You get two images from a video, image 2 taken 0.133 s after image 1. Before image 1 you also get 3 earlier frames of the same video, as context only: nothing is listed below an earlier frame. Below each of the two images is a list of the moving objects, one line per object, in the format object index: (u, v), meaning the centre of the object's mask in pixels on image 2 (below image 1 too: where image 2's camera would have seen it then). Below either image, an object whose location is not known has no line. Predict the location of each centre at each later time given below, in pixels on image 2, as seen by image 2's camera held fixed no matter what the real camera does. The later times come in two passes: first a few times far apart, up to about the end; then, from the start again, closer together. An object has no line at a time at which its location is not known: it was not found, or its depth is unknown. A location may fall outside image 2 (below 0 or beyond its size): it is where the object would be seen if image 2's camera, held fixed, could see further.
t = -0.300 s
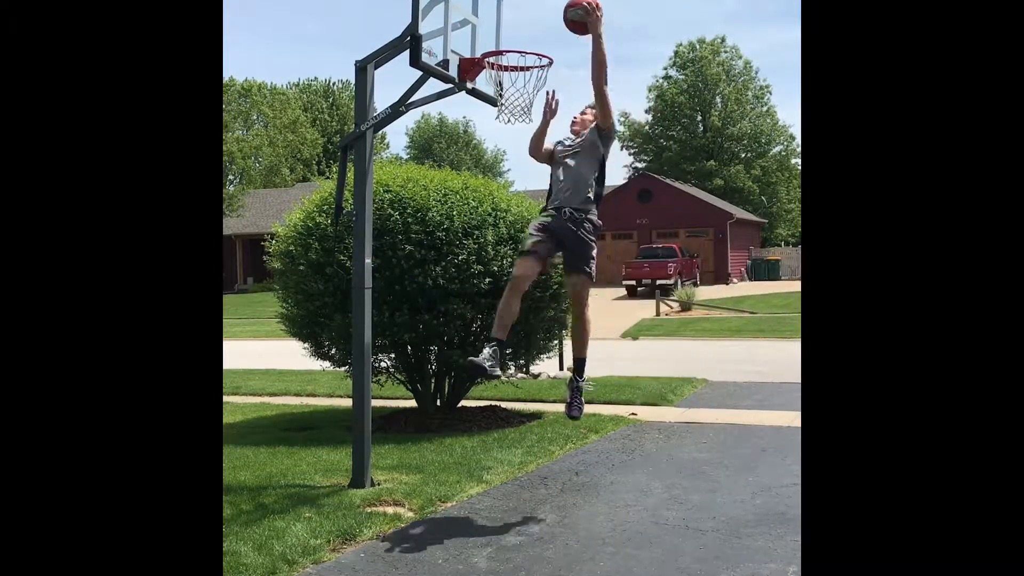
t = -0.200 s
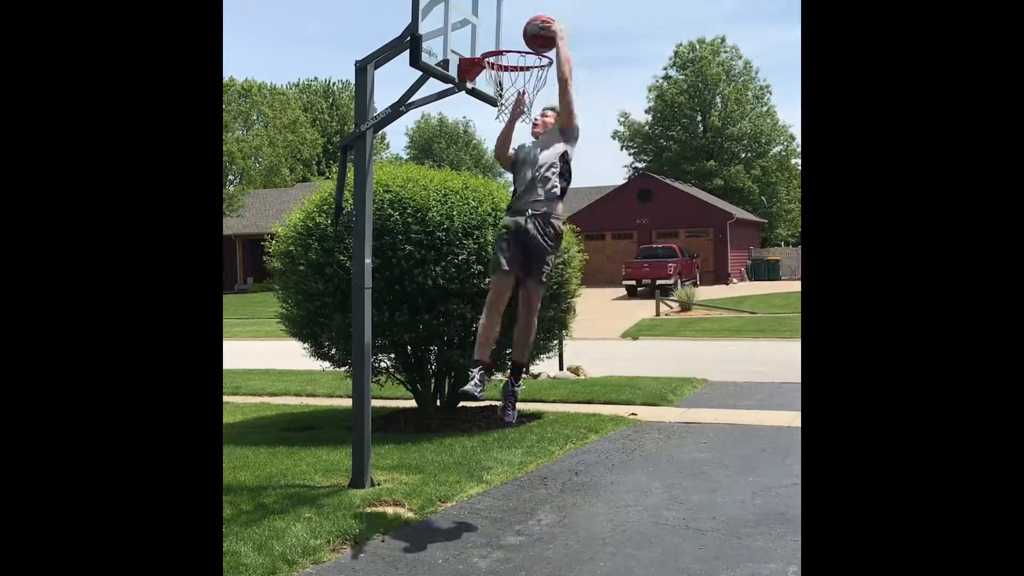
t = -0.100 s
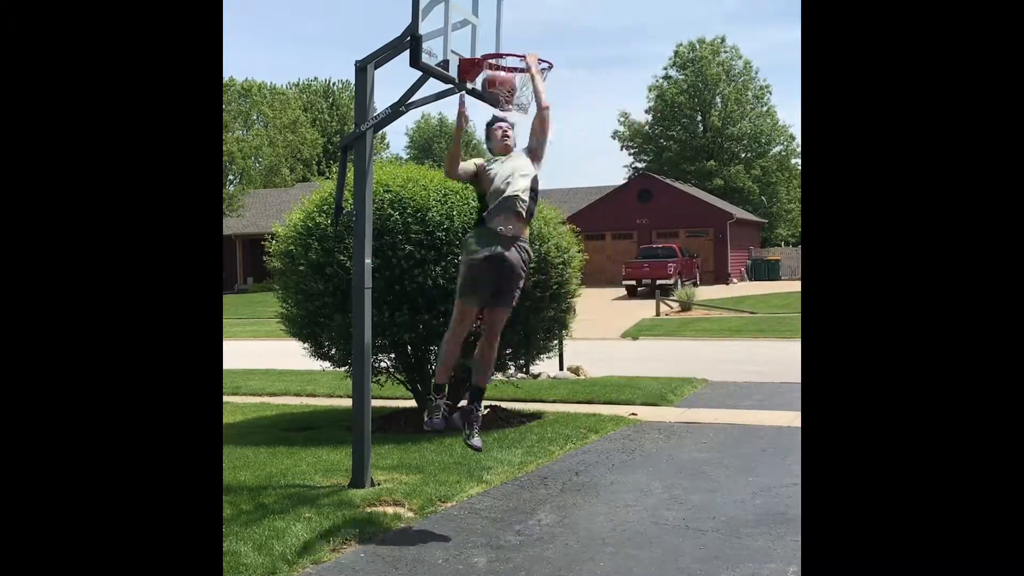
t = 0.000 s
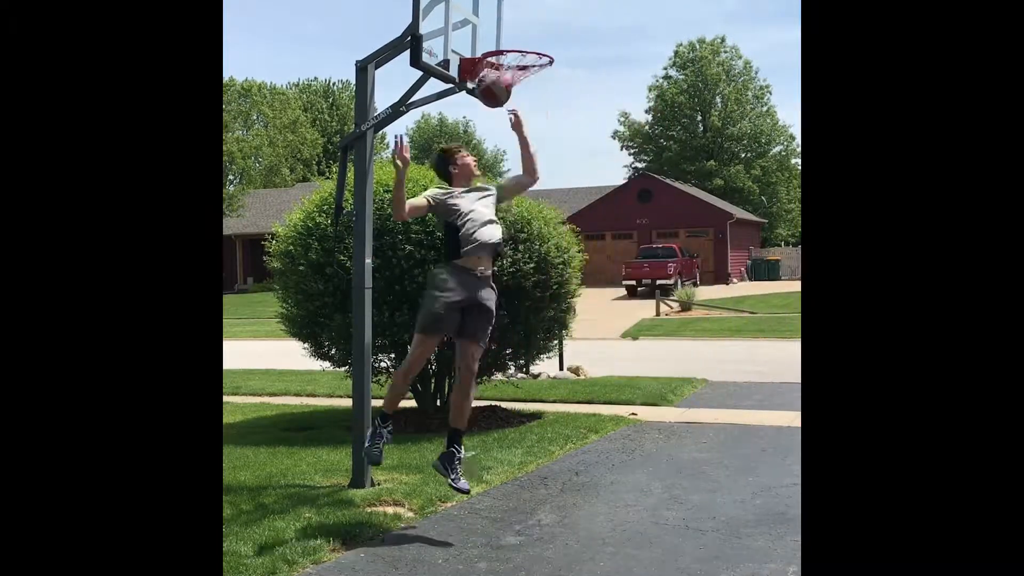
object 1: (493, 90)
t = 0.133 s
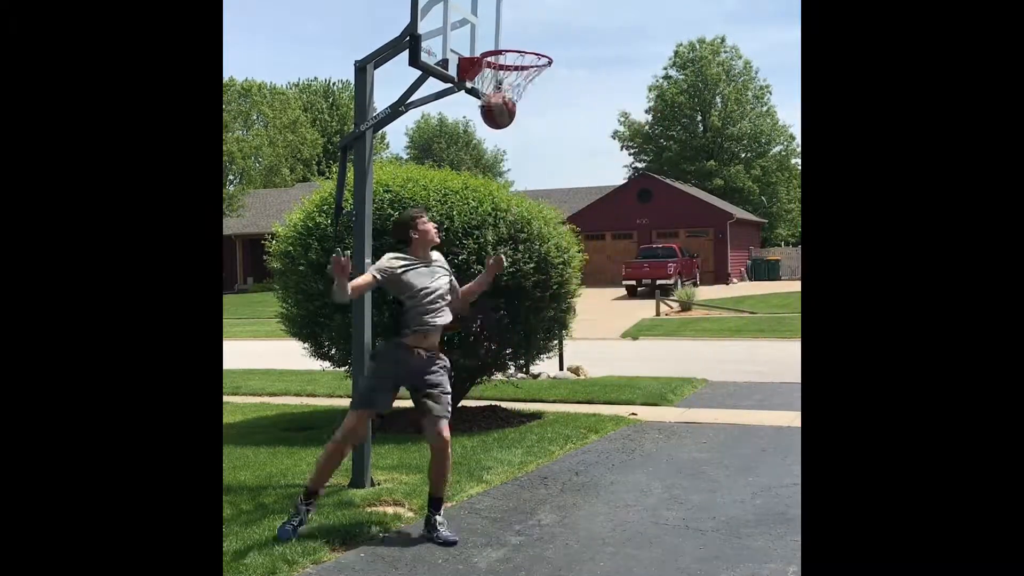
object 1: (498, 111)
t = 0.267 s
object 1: (506, 157)
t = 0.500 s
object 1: (521, 297)
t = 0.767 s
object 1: (540, 450)
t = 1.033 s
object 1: (561, 292)
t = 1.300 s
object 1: (586, 244)
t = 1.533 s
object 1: (610, 286)
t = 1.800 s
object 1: (641, 431)
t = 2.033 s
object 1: (657, 402)
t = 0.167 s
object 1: (499, 120)
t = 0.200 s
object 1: (501, 131)
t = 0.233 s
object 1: (503, 143)
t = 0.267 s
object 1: (506, 157)
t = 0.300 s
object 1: (508, 172)
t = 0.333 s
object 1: (510, 188)
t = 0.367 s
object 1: (512, 208)
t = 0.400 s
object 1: (513, 227)
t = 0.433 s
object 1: (516, 248)
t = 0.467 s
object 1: (519, 273)
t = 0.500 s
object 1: (521, 297)
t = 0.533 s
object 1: (524, 324)
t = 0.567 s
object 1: (526, 353)
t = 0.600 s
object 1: (528, 382)
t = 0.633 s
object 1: (530, 414)
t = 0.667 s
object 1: (533, 448)
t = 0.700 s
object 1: (536, 483)
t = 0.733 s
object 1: (538, 477)
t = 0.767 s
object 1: (540, 450)
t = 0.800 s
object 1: (543, 425)
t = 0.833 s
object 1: (545, 401)
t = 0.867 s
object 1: (547, 379)
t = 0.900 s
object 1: (549, 359)
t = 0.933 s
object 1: (553, 340)
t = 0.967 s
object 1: (556, 323)
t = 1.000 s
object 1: (558, 307)
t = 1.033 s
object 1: (561, 292)
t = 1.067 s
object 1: (564, 282)
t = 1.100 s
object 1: (567, 272)
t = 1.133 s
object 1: (570, 263)
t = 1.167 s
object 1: (573, 255)
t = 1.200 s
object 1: (576, 250)
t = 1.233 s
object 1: (579, 246)
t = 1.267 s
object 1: (582, 244)
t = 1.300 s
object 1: (586, 244)
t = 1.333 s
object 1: (589, 245)
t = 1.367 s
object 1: (593, 247)
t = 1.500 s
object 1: (606, 275)
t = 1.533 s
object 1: (610, 286)
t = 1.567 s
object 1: (614, 298)
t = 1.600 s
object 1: (617, 313)
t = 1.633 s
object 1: (621, 329)
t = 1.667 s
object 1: (625, 346)
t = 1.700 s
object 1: (629, 364)
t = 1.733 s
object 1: (632, 385)
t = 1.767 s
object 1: (637, 407)
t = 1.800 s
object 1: (641, 431)
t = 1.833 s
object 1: (645, 457)
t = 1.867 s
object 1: (650, 484)
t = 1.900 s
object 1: (652, 478)
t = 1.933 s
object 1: (653, 456)
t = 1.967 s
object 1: (654, 437)
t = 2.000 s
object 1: (656, 419)
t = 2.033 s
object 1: (657, 402)
